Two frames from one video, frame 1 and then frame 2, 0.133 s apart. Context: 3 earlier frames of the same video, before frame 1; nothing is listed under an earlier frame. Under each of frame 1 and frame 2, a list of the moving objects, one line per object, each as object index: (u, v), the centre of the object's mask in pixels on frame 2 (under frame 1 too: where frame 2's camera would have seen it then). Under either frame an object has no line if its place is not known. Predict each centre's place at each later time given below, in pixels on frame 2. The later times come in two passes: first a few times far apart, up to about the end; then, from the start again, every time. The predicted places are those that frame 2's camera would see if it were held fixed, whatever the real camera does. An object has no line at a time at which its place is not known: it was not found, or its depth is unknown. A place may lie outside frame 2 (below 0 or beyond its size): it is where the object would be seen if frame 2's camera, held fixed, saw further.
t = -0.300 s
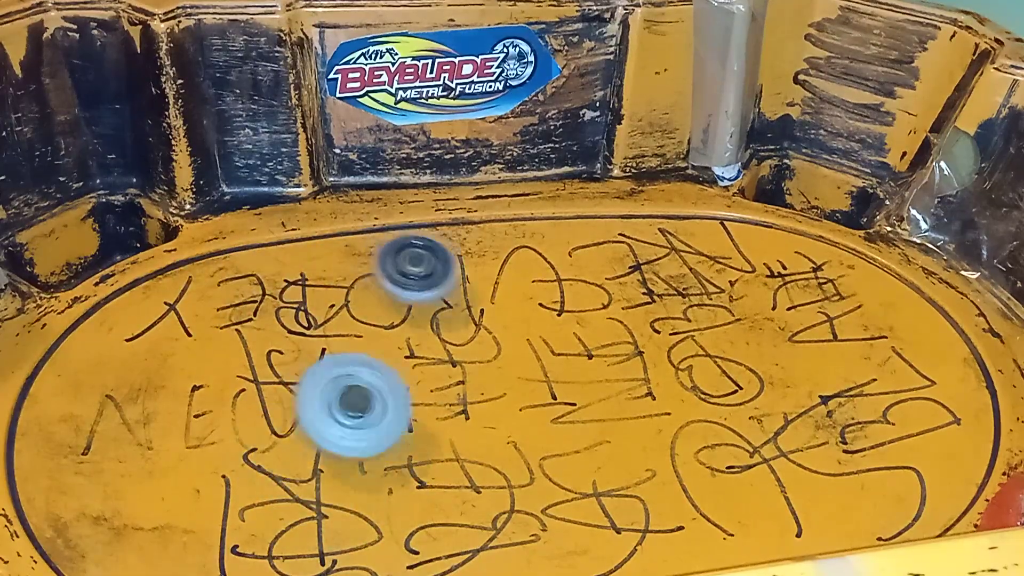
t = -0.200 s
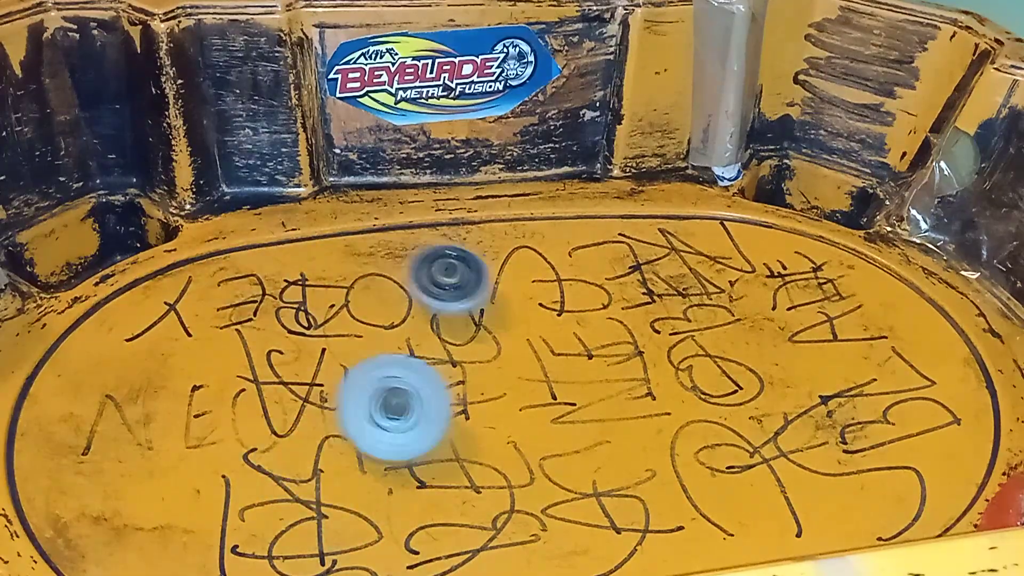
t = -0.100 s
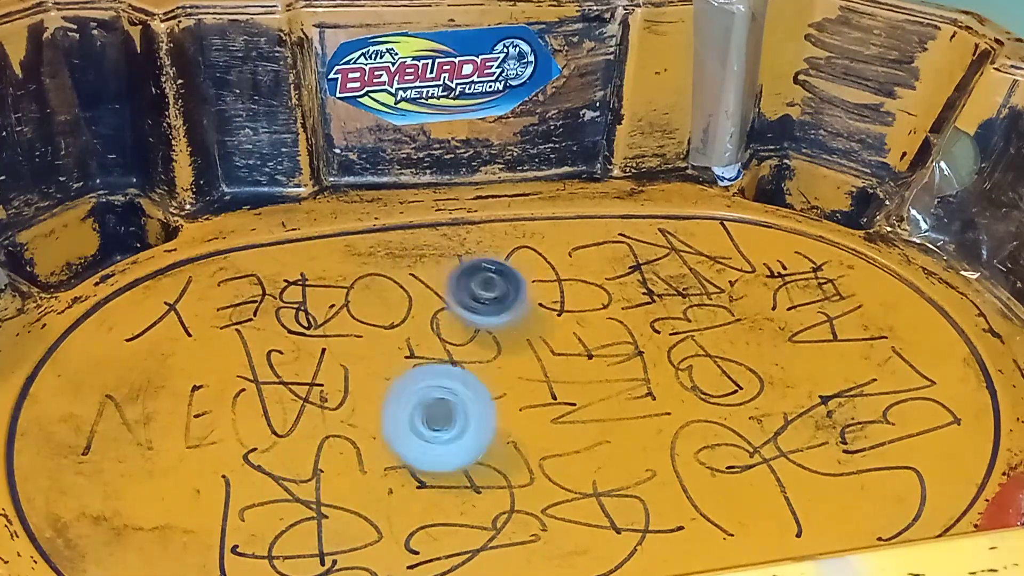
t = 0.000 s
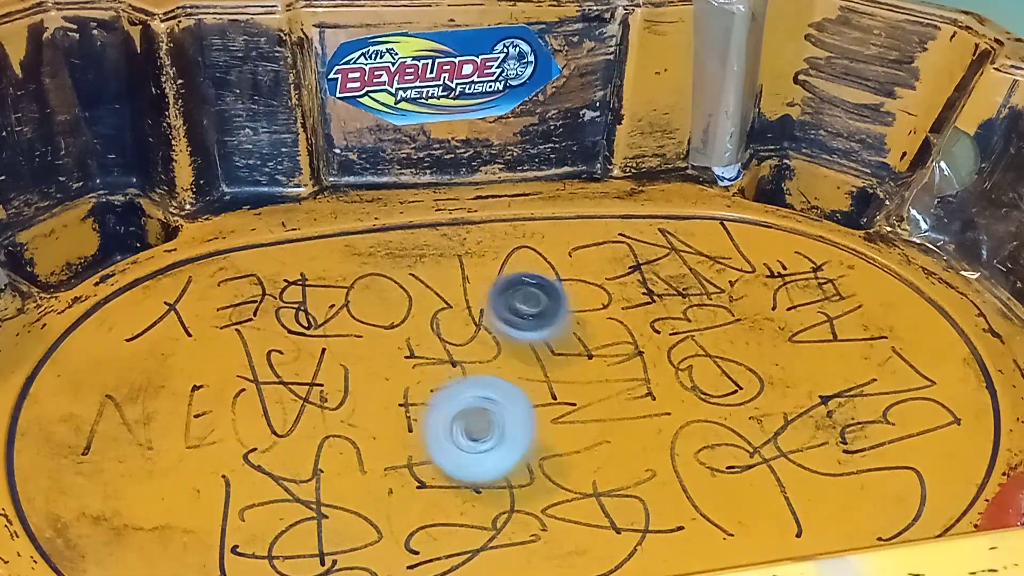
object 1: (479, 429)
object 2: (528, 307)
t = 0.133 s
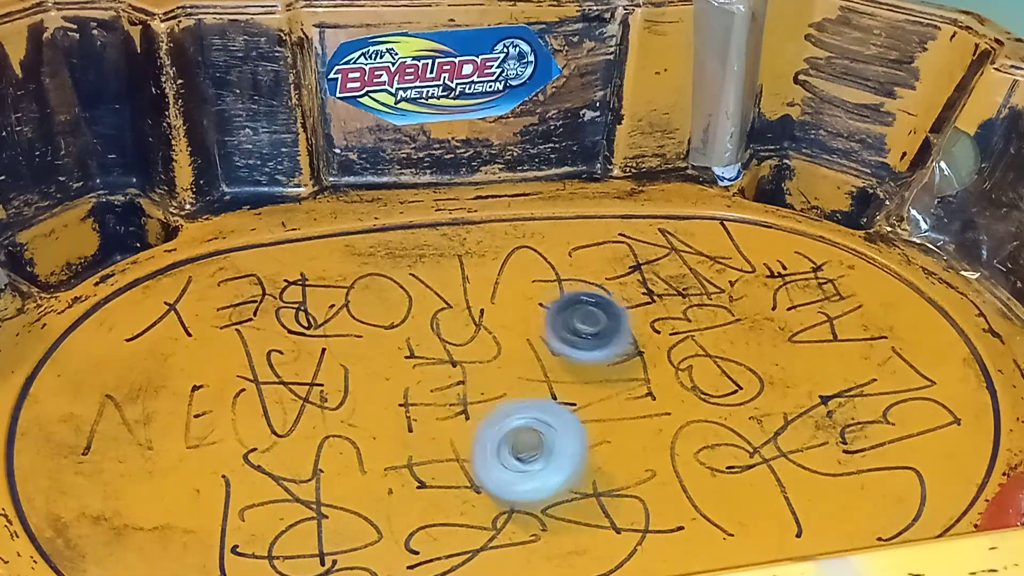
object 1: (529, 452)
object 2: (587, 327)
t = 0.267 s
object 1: (564, 478)
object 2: (647, 338)
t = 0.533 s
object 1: (560, 500)
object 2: (716, 340)
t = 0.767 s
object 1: (518, 457)
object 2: (685, 360)
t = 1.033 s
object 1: (479, 369)
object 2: (623, 425)
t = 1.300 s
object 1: (466, 328)
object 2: (643, 490)
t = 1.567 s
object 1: (509, 353)
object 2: (586, 474)
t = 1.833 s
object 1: (526, 302)
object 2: (412, 491)
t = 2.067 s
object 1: (510, 277)
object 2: (260, 478)
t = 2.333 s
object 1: (486, 289)
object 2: (112, 443)
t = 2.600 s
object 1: (430, 322)
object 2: (66, 407)
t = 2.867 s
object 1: (364, 336)
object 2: (139, 346)
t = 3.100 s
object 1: (346, 337)
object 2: (224, 285)
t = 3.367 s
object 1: (380, 364)
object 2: (294, 244)
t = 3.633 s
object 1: (425, 425)
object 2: (364, 274)
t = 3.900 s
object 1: (430, 467)
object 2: (493, 338)
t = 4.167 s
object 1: (414, 456)
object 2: (641, 377)
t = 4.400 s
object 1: (437, 424)
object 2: (739, 376)
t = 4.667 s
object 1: (503, 403)
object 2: (733, 366)
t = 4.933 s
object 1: (533, 426)
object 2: (615, 385)
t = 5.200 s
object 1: (394, 436)
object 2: (530, 406)
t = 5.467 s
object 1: (101, 448)
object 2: (607, 359)
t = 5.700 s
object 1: (144, 436)
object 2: (539, 324)
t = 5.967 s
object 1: (241, 389)
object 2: (439, 340)
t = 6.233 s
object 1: (240, 363)
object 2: (392, 417)
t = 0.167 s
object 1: (539, 459)
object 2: (603, 331)
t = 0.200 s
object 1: (549, 465)
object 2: (617, 335)
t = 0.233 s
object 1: (556, 472)
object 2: (631, 337)
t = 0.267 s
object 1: (564, 478)
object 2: (647, 338)
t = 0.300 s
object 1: (568, 485)
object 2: (660, 338)
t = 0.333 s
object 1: (573, 490)
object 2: (672, 338)
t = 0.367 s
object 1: (574, 495)
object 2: (683, 338)
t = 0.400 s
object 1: (575, 498)
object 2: (694, 338)
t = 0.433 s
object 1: (573, 501)
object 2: (702, 339)
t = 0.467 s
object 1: (570, 501)
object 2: (709, 340)
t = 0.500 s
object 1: (566, 502)
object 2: (714, 340)
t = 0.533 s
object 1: (560, 500)
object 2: (716, 340)
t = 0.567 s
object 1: (556, 498)
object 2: (716, 340)
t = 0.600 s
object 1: (549, 493)
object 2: (715, 340)
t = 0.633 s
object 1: (543, 488)
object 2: (713, 342)
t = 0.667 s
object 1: (536, 481)
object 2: (709, 343)
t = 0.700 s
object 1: (529, 474)
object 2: (704, 349)
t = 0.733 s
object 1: (523, 465)
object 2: (695, 354)
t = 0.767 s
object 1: (518, 457)
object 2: (685, 360)
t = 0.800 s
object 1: (514, 446)
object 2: (675, 365)
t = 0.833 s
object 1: (511, 437)
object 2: (664, 370)
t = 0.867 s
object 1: (509, 426)
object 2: (651, 377)
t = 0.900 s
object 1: (507, 416)
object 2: (639, 385)
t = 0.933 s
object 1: (506, 405)
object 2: (626, 392)
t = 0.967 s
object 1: (506, 395)
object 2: (616, 401)
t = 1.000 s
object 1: (498, 383)
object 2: (617, 413)
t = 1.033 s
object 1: (479, 369)
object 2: (623, 425)
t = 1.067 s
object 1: (463, 356)
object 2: (625, 437)
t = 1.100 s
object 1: (451, 348)
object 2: (627, 447)
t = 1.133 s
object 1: (443, 340)
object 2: (629, 457)
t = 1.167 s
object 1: (443, 335)
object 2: (633, 466)
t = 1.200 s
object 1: (446, 331)
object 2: (636, 474)
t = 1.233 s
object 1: (453, 329)
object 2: (638, 480)
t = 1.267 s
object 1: (458, 328)
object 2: (641, 486)
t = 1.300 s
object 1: (466, 328)
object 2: (643, 490)
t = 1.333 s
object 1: (472, 328)
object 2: (644, 492)
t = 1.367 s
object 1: (478, 330)
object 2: (642, 493)
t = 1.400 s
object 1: (484, 332)
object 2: (639, 493)
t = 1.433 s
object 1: (490, 335)
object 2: (634, 491)
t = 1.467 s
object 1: (496, 338)
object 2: (627, 489)
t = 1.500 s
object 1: (501, 343)
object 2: (613, 484)
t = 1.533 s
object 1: (505, 348)
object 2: (601, 479)
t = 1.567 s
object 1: (509, 353)
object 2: (586, 474)
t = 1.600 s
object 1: (513, 358)
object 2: (570, 470)
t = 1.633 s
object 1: (514, 363)
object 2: (552, 465)
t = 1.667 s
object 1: (515, 369)
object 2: (533, 460)
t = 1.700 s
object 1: (516, 365)
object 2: (510, 464)
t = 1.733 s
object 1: (519, 344)
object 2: (488, 481)
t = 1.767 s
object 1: (523, 326)
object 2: (463, 491)
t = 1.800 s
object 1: (525, 311)
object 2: (437, 493)
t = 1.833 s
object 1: (526, 302)
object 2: (412, 491)
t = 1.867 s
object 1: (524, 295)
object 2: (390, 489)
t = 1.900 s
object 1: (521, 290)
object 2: (367, 488)
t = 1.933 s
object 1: (518, 286)
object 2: (346, 486)
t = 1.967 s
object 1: (516, 282)
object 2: (325, 485)
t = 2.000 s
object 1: (514, 280)
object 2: (303, 482)
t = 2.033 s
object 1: (511, 277)
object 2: (280, 481)
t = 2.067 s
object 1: (510, 277)
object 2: (260, 478)
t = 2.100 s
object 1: (507, 275)
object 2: (238, 475)
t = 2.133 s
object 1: (505, 275)
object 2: (217, 471)
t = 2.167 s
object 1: (503, 276)
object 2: (196, 467)
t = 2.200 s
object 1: (501, 277)
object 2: (177, 463)
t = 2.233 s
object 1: (498, 280)
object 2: (158, 459)
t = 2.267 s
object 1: (494, 282)
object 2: (142, 454)
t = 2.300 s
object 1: (491, 285)
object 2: (126, 448)
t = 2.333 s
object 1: (486, 289)
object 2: (112, 443)
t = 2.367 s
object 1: (482, 293)
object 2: (100, 438)
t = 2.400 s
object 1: (475, 298)
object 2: (88, 432)
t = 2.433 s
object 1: (468, 303)
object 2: (77, 428)
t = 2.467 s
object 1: (461, 307)
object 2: (69, 423)
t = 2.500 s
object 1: (454, 311)
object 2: (65, 419)
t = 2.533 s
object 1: (446, 315)
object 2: (63, 415)
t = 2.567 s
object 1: (437, 319)
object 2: (64, 411)
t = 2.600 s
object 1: (430, 322)
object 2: (66, 407)
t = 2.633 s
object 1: (420, 325)
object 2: (69, 402)
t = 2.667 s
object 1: (410, 327)
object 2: (77, 397)
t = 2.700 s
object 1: (402, 329)
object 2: (84, 391)
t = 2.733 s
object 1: (393, 331)
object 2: (93, 384)
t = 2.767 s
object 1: (385, 333)
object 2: (104, 375)
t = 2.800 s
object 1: (376, 334)
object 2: (115, 366)
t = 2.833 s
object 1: (369, 335)
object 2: (128, 355)
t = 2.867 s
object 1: (364, 336)
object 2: (139, 346)
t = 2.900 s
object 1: (358, 336)
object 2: (151, 336)
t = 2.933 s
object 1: (354, 336)
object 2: (163, 327)
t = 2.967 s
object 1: (349, 336)
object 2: (175, 317)
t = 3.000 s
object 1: (348, 336)
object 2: (188, 308)
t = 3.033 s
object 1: (346, 336)
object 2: (199, 299)
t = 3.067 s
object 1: (345, 336)
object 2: (212, 291)
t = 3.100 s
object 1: (346, 337)
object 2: (224, 285)
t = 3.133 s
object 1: (348, 337)
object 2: (237, 278)
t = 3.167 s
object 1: (350, 340)
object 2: (248, 271)
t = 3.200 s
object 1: (353, 341)
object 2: (259, 265)
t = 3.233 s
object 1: (359, 345)
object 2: (268, 260)
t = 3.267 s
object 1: (363, 348)
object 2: (278, 254)
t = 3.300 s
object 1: (368, 353)
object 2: (284, 251)
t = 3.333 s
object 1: (374, 359)
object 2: (290, 247)
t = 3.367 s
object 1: (380, 364)
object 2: (294, 244)
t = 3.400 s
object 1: (387, 372)
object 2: (297, 243)
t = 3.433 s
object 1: (393, 378)
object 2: (301, 243)
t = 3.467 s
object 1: (400, 386)
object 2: (307, 246)
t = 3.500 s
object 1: (405, 393)
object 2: (316, 251)
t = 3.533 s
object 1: (411, 401)
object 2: (325, 254)
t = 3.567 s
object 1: (416, 409)
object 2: (337, 260)
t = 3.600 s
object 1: (420, 416)
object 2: (350, 267)
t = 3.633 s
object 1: (425, 425)
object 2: (364, 274)
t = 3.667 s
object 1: (428, 432)
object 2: (378, 284)
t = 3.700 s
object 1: (431, 440)
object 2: (392, 293)
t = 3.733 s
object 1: (433, 446)
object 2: (409, 301)
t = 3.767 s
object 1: (434, 451)
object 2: (427, 309)
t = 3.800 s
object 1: (434, 457)
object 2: (442, 318)
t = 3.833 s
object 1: (434, 461)
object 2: (459, 326)
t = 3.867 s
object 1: (433, 465)
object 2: (475, 331)
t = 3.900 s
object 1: (430, 467)
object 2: (493, 338)
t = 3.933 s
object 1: (429, 469)
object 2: (512, 343)
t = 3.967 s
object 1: (426, 470)
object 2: (531, 349)
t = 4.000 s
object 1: (423, 469)
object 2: (549, 355)
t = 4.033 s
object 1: (420, 469)
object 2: (567, 361)
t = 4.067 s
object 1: (417, 466)
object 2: (586, 366)
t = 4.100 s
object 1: (416, 464)
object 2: (604, 371)
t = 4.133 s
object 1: (414, 460)
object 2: (623, 375)
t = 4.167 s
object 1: (414, 456)
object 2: (641, 377)
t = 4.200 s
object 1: (413, 452)
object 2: (656, 378)
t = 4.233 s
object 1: (414, 447)
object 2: (672, 377)
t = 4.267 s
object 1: (416, 443)
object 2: (687, 377)
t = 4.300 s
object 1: (419, 438)
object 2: (702, 377)
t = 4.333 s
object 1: (424, 433)
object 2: (716, 377)
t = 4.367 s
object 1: (429, 429)
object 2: (728, 377)
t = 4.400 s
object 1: (437, 424)
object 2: (739, 376)
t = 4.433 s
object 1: (444, 421)
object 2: (748, 375)
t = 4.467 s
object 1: (453, 417)
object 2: (755, 373)
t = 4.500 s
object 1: (461, 414)
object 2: (759, 371)
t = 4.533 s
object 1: (468, 411)
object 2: (760, 369)
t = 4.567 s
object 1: (476, 407)
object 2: (758, 367)
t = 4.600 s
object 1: (485, 405)
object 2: (752, 366)
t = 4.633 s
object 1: (494, 403)
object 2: (743, 365)
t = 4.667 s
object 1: (503, 403)
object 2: (733, 366)
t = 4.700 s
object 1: (511, 403)
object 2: (721, 367)
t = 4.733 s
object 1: (519, 404)
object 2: (710, 370)
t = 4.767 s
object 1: (525, 406)
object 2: (692, 372)
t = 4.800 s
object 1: (531, 408)
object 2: (678, 374)
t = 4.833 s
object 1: (536, 411)
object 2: (659, 378)
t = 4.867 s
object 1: (540, 413)
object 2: (643, 381)
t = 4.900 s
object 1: (543, 417)
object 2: (626, 383)
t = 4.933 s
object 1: (533, 426)
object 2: (615, 385)
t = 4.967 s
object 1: (522, 431)
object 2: (602, 390)
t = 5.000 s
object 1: (501, 441)
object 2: (596, 392)
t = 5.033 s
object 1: (479, 449)
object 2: (589, 394)
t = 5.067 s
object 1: (463, 450)
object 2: (576, 399)
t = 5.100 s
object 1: (452, 450)
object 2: (561, 404)
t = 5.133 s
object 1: (443, 447)
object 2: (544, 408)
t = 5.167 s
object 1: (434, 445)
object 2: (527, 412)
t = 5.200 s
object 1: (394, 436)
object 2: (530, 406)
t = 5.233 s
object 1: (356, 433)
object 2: (555, 402)
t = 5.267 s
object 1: (284, 435)
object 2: (573, 401)
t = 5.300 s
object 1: (254, 436)
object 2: (584, 391)
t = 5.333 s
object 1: (193, 445)
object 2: (591, 384)
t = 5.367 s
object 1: (163, 445)
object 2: (599, 377)
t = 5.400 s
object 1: (138, 447)
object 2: (605, 372)
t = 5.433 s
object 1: (116, 448)
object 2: (608, 365)
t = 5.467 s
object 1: (101, 448)
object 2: (607, 359)
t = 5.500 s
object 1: (97, 442)
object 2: (601, 352)
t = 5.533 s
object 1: (103, 437)
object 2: (593, 345)
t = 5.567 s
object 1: (110, 435)
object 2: (585, 338)
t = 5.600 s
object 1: (117, 436)
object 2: (574, 333)
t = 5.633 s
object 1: (124, 436)
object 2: (564, 329)
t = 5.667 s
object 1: (133, 435)
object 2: (553, 326)
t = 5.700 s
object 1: (144, 436)
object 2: (539, 324)
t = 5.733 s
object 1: (155, 432)
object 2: (526, 322)
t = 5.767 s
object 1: (166, 429)
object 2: (513, 322)
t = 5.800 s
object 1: (179, 426)
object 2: (500, 323)
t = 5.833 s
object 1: (193, 419)
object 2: (485, 325)
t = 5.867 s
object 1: (207, 412)
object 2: (473, 328)
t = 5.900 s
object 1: (223, 404)
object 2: (462, 331)
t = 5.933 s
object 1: (234, 396)
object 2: (450, 335)
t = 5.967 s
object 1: (241, 389)
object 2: (439, 340)
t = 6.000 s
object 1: (245, 380)
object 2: (428, 346)
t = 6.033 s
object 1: (246, 375)
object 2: (420, 354)
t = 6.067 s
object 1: (245, 372)
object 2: (411, 362)
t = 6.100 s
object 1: (245, 366)
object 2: (405, 372)
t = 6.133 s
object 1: (243, 365)
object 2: (400, 383)
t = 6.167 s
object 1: (241, 364)
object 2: (396, 394)
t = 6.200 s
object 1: (239, 363)
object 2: (393, 405)
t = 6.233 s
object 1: (240, 363)
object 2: (392, 417)
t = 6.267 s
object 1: (242, 364)
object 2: (391, 429)
